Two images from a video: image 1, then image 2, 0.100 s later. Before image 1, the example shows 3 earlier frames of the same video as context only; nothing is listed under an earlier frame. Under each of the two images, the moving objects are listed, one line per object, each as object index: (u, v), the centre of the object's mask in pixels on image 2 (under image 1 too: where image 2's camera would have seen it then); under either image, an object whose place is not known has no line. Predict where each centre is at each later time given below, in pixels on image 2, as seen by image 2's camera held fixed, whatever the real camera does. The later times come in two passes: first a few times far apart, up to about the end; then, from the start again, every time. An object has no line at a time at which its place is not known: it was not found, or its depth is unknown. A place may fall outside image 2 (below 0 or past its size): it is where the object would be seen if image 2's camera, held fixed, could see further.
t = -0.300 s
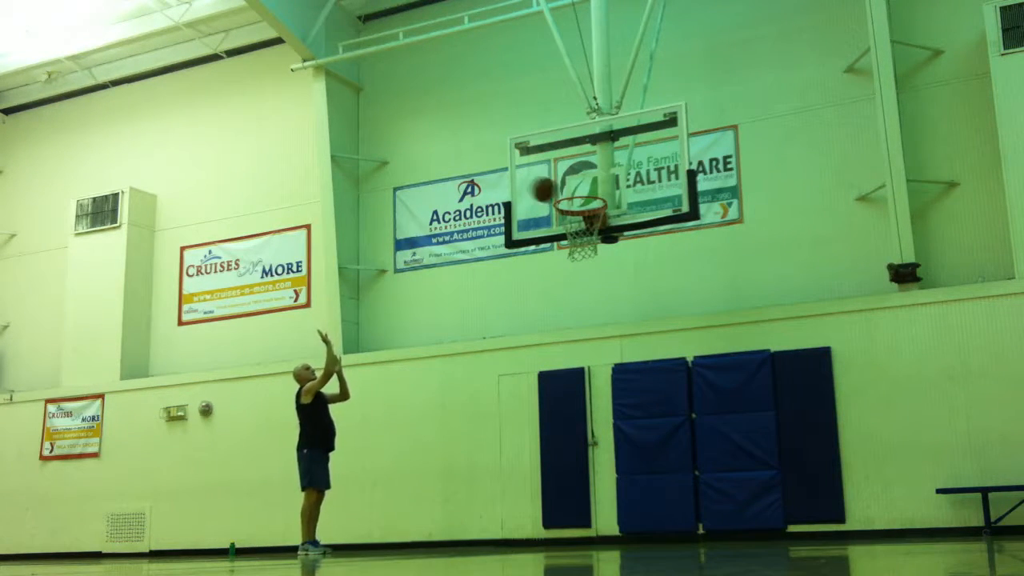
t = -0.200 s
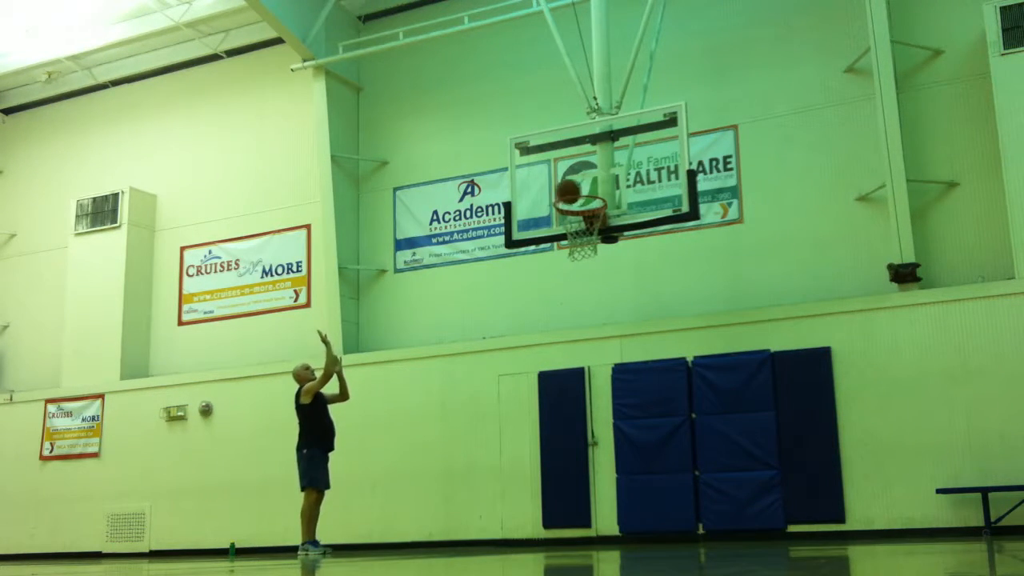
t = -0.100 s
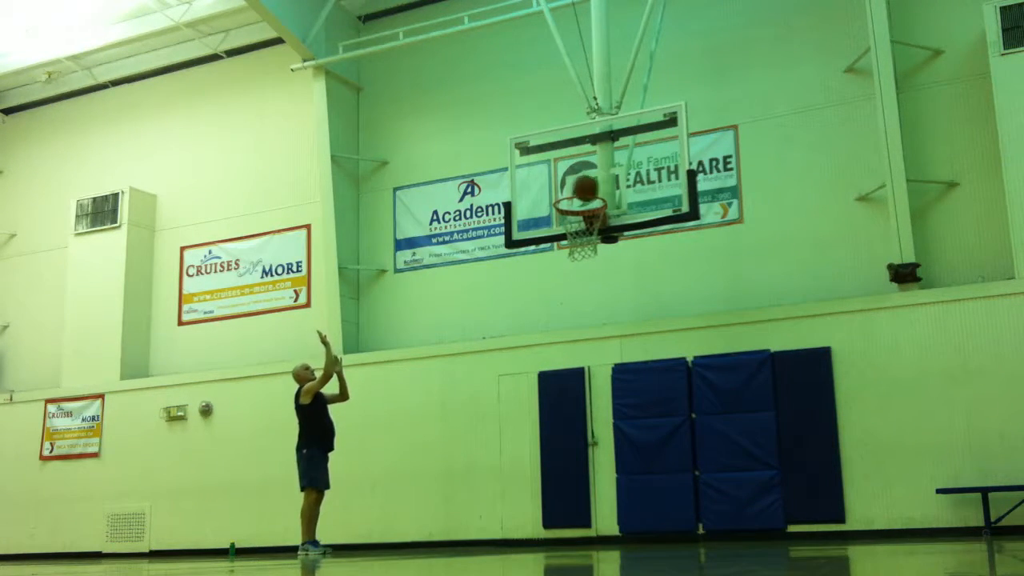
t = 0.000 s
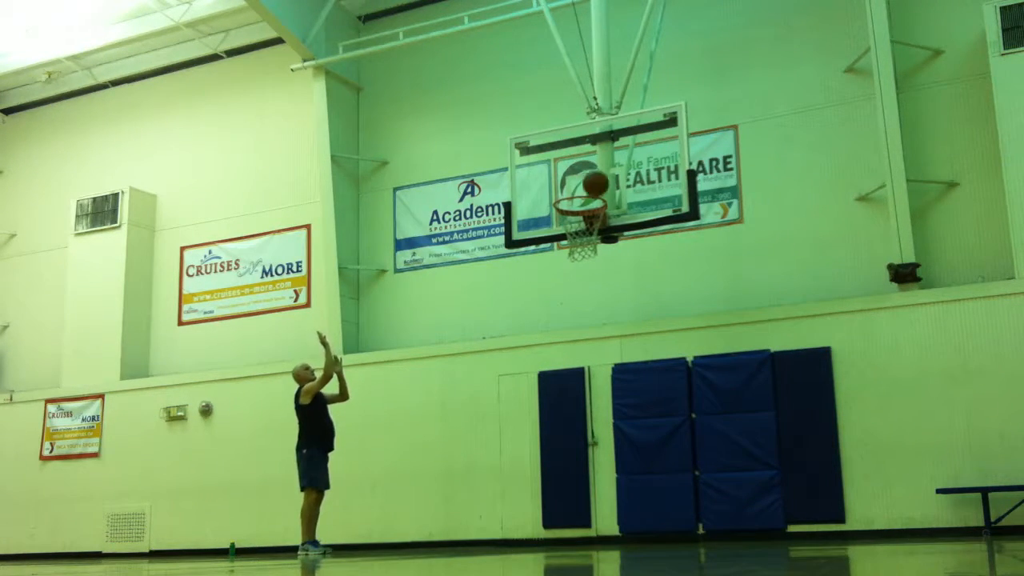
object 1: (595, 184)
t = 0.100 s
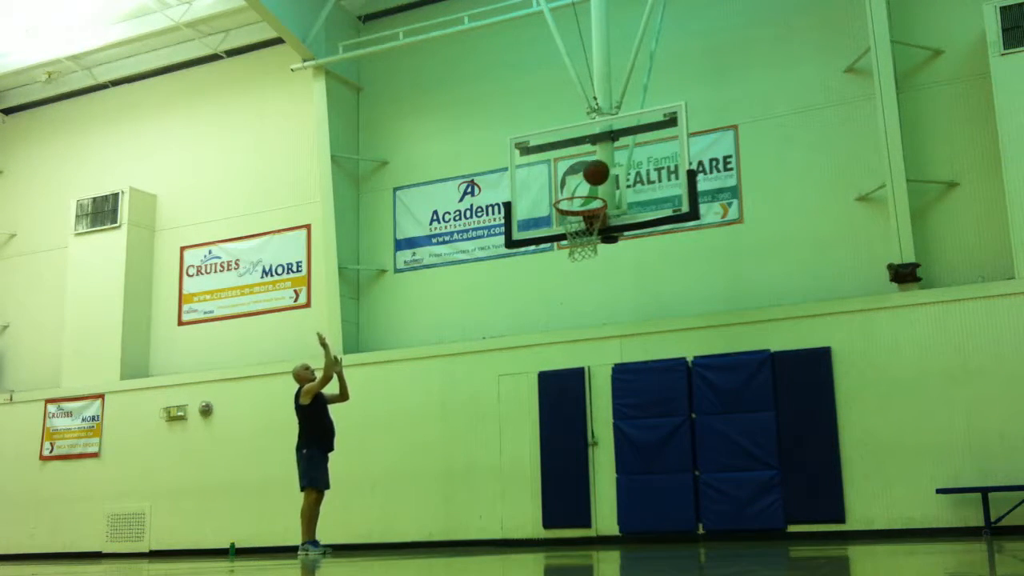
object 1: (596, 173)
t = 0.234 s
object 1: (597, 174)
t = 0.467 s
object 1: (601, 180)
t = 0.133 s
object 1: (596, 171)
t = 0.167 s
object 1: (597, 171)
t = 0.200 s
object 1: (597, 172)
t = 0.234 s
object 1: (597, 174)
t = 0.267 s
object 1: (598, 177)
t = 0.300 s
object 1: (598, 181)
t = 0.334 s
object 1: (599, 185)
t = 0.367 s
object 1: (600, 184)
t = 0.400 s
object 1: (600, 181)
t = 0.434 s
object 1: (601, 180)
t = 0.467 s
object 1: (601, 180)
